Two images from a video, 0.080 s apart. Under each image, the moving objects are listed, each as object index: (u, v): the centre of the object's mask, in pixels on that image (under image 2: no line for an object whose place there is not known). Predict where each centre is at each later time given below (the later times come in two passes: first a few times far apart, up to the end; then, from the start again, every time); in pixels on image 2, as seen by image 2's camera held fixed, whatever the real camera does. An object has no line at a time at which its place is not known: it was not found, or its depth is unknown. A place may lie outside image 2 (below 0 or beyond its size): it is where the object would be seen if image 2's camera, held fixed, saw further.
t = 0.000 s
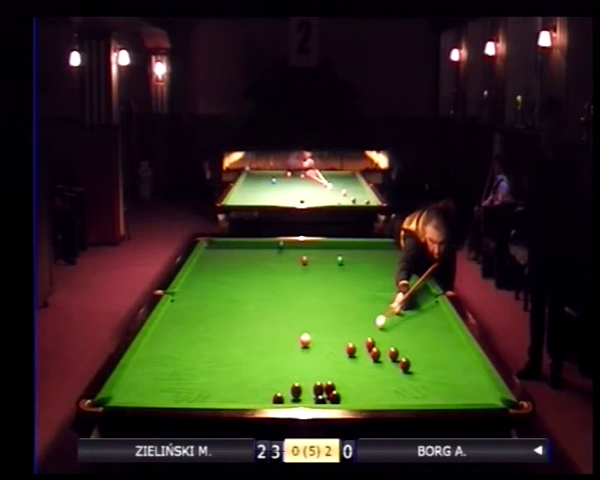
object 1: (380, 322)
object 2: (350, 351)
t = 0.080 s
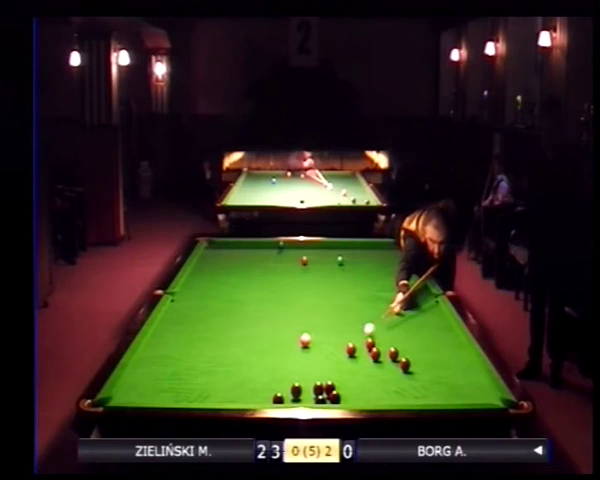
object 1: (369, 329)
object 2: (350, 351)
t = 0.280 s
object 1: (335, 349)
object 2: (354, 353)
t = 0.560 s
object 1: (267, 372)
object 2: (372, 362)
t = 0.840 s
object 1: (188, 395)
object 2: (390, 372)
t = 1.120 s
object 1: (136, 387)
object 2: (408, 381)
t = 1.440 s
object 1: (165, 368)
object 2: (428, 391)
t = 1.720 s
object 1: (203, 354)
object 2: (445, 398)
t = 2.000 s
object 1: (235, 341)
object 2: (457, 399)
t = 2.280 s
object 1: (264, 330)
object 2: (462, 396)
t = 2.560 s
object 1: (290, 320)
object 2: (466, 391)
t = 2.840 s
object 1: (313, 311)
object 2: (470, 386)
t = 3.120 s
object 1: (333, 303)
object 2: (473, 382)
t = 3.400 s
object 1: (351, 296)
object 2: (476, 379)
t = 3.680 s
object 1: (368, 289)
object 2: (478, 377)
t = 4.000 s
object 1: (384, 282)
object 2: (478, 375)
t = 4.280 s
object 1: (396, 277)
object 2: (477, 374)
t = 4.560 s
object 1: (408, 272)
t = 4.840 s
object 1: (411, 268)
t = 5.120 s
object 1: (402, 266)
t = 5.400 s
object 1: (394, 263)
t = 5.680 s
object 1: (387, 261)
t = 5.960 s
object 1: (381, 259)
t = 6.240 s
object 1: (375, 257)
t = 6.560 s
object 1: (369, 255)
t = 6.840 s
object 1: (365, 254)
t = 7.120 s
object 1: (361, 253)
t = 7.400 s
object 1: (357, 251)
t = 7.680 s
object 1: (354, 251)
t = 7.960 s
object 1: (352, 250)
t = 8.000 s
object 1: (352, 250)
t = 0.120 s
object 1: (363, 334)
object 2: (351, 352)
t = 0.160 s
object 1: (358, 338)
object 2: (350, 352)
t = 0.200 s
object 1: (351, 340)
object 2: (350, 352)
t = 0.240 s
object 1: (344, 345)
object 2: (350, 352)
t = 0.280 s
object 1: (335, 349)
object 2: (354, 353)
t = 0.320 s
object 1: (326, 352)
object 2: (357, 355)
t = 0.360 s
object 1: (317, 356)
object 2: (360, 356)
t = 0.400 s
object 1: (307, 359)
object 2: (362, 357)
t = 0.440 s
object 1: (297, 362)
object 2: (364, 358)
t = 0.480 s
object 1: (287, 365)
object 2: (367, 360)
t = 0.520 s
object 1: (277, 369)
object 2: (369, 361)
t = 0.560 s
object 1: (267, 372)
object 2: (372, 362)
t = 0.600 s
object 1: (256, 376)
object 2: (375, 363)
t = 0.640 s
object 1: (245, 379)
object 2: (377, 365)
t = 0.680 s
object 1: (234, 383)
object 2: (380, 366)
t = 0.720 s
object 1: (223, 386)
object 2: (382, 367)
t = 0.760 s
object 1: (211, 390)
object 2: (385, 369)
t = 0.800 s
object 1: (200, 393)
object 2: (387, 371)
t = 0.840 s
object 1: (188, 395)
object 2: (390, 372)
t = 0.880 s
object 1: (176, 397)
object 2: (392, 373)
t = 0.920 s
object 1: (166, 398)
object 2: (395, 375)
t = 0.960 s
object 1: (160, 396)
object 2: (397, 376)
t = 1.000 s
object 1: (154, 395)
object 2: (400, 377)
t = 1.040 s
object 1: (147, 393)
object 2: (403, 378)
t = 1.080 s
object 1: (142, 390)
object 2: (405, 380)
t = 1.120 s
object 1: (136, 387)
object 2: (408, 381)
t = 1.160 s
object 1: (131, 384)
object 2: (410, 382)
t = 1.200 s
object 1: (127, 382)
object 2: (413, 383)
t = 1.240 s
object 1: (134, 380)
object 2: (415, 385)
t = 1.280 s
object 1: (141, 377)
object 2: (418, 386)
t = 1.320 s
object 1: (147, 375)
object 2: (420, 387)
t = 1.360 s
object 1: (153, 373)
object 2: (423, 389)
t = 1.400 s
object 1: (159, 370)
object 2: (426, 390)
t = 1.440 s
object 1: (165, 368)
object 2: (428, 391)
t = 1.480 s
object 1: (170, 366)
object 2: (430, 392)
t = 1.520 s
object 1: (176, 364)
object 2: (433, 394)
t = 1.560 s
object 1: (182, 362)
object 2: (436, 395)
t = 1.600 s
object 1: (187, 360)
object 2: (438, 396)
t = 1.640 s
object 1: (192, 358)
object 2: (440, 397)
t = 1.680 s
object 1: (197, 356)
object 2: (443, 397)
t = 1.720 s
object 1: (203, 354)
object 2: (445, 398)
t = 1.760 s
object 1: (207, 352)
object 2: (447, 399)
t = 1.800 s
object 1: (212, 350)
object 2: (450, 399)
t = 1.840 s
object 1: (217, 349)
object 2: (453, 400)
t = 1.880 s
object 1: (222, 347)
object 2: (455, 400)
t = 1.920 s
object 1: (227, 345)
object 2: (456, 400)
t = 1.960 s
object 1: (231, 343)
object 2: (457, 399)
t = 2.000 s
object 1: (235, 341)
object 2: (457, 399)
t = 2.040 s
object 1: (240, 340)
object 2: (458, 398)
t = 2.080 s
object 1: (244, 338)
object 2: (459, 398)
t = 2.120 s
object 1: (248, 336)
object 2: (459, 397)
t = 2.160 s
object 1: (252, 335)
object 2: (460, 397)
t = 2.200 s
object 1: (256, 333)
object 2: (461, 397)
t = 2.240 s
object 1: (260, 332)
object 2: (461, 396)
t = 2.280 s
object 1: (264, 330)
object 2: (462, 396)
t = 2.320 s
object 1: (268, 328)
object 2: (462, 395)
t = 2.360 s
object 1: (272, 327)
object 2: (463, 394)
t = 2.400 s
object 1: (276, 325)
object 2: (464, 394)
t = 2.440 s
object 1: (279, 324)
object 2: (464, 394)
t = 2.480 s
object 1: (283, 323)
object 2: (465, 393)
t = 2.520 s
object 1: (287, 322)
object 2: (466, 392)
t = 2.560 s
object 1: (290, 320)
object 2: (466, 391)
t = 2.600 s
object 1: (294, 318)
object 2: (467, 391)
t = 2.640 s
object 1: (297, 317)
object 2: (467, 389)
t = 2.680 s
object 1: (300, 316)
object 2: (468, 389)
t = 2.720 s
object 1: (303, 315)
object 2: (468, 388)
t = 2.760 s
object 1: (307, 313)
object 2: (469, 387)
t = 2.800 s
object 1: (310, 312)
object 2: (469, 387)
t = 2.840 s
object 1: (313, 311)
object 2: (470, 386)
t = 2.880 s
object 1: (316, 310)
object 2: (471, 386)
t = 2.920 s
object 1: (319, 309)
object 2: (471, 385)
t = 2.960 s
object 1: (322, 308)
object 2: (472, 384)
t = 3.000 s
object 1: (325, 306)
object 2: (472, 384)
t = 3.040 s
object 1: (328, 305)
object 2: (473, 383)
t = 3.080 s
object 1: (331, 304)
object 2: (473, 383)
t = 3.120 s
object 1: (333, 303)
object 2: (473, 382)
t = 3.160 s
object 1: (336, 302)
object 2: (474, 382)
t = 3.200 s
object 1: (339, 301)
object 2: (474, 381)
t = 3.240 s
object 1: (341, 300)
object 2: (474, 381)
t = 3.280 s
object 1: (344, 299)
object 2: (475, 380)
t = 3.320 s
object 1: (346, 298)
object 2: (475, 380)
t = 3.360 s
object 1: (349, 297)
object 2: (475, 380)
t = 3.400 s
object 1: (351, 296)
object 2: (476, 379)
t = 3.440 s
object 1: (354, 295)
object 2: (476, 379)
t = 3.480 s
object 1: (356, 294)
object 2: (477, 378)
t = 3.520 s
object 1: (359, 293)
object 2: (477, 378)
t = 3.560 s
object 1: (361, 292)
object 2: (477, 378)
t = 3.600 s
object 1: (363, 291)
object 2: (477, 378)
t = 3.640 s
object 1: (365, 290)
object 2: (477, 377)
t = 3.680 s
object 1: (368, 289)
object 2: (478, 377)
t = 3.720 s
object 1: (370, 289)
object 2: (478, 377)
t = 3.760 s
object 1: (372, 287)
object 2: (478, 376)
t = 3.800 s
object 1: (374, 287)
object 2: (479, 376)
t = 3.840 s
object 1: (376, 286)
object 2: (479, 376)
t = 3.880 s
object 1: (378, 285)
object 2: (479, 375)
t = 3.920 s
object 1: (380, 284)
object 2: (478, 375)
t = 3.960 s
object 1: (382, 283)
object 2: (478, 375)
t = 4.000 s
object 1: (384, 282)
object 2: (478, 375)
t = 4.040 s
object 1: (385, 282)
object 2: (478, 375)
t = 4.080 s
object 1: (388, 281)
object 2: (478, 375)
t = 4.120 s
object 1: (389, 280)
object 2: (477, 374)
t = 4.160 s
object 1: (391, 280)
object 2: (477, 374)
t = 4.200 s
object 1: (393, 279)
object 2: (477, 374)
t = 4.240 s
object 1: (395, 278)
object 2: (477, 374)
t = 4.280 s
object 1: (396, 277)
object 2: (477, 374)
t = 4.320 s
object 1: (398, 276)
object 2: (477, 374)
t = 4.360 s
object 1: (400, 276)
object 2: (477, 374)
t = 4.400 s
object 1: (401, 275)
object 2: (477, 374)
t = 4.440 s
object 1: (403, 274)
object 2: (476, 374)
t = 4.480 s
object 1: (405, 274)
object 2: (476, 374)
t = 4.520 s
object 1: (406, 273)
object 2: (476, 374)
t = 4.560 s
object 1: (408, 272)
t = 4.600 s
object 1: (409, 271)
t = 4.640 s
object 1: (411, 271)
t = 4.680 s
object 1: (412, 270)
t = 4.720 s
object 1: (413, 270)
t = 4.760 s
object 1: (413, 269)
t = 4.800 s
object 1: (412, 269)
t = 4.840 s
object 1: (411, 268)
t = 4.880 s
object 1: (409, 268)
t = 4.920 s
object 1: (408, 268)
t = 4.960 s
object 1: (407, 267)
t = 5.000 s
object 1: (406, 267)
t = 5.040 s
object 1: (404, 266)
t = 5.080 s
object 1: (403, 266)
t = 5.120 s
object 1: (402, 266)
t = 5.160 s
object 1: (401, 265)
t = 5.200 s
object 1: (399, 265)
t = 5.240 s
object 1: (398, 264)
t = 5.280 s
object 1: (397, 264)
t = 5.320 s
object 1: (396, 264)
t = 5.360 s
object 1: (395, 263)
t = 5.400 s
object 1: (394, 263)
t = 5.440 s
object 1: (393, 263)
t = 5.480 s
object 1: (392, 262)
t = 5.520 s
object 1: (391, 262)
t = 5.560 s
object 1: (390, 262)
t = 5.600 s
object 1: (389, 261)
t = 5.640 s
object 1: (388, 261)
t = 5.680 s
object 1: (387, 261)
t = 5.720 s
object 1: (386, 260)
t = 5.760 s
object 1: (385, 260)
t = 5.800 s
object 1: (384, 260)
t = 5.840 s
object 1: (383, 260)
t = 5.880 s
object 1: (382, 259)
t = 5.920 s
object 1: (382, 259)
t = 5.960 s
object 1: (381, 259)
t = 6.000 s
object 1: (380, 259)
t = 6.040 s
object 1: (379, 258)
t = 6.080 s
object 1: (378, 258)
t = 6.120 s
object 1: (377, 258)
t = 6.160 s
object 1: (376, 257)
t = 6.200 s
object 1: (376, 257)
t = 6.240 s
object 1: (375, 257)
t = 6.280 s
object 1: (374, 257)
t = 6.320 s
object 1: (373, 256)
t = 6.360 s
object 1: (373, 256)
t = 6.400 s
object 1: (372, 256)
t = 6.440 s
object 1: (371, 256)
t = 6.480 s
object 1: (371, 255)
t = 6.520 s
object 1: (370, 255)
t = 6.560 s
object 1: (369, 255)
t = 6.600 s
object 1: (369, 255)
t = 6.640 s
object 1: (368, 255)
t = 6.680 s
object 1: (367, 254)
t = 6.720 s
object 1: (367, 254)
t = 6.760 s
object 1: (366, 254)
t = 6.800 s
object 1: (365, 254)
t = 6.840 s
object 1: (365, 254)
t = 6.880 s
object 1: (364, 254)
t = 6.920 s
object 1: (364, 253)
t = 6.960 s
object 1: (363, 253)
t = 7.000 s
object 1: (362, 253)
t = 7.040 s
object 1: (362, 253)
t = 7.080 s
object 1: (361, 252)
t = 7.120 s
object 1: (361, 253)
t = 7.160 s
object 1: (360, 252)
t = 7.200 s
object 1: (360, 252)
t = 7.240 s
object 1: (359, 252)
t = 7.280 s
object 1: (359, 252)
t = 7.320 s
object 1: (359, 252)
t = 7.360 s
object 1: (358, 252)
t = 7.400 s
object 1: (357, 251)
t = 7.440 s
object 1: (357, 251)
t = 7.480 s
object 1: (357, 251)
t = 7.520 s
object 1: (356, 251)
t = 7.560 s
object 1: (355, 251)
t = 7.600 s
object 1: (355, 251)
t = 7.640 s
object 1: (355, 251)
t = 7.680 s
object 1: (354, 251)
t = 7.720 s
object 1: (354, 251)
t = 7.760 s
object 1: (354, 251)
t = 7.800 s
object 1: (353, 251)
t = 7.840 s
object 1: (353, 251)
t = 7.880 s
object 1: (353, 250)
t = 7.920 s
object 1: (353, 250)
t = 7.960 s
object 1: (352, 250)
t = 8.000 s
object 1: (352, 250)
